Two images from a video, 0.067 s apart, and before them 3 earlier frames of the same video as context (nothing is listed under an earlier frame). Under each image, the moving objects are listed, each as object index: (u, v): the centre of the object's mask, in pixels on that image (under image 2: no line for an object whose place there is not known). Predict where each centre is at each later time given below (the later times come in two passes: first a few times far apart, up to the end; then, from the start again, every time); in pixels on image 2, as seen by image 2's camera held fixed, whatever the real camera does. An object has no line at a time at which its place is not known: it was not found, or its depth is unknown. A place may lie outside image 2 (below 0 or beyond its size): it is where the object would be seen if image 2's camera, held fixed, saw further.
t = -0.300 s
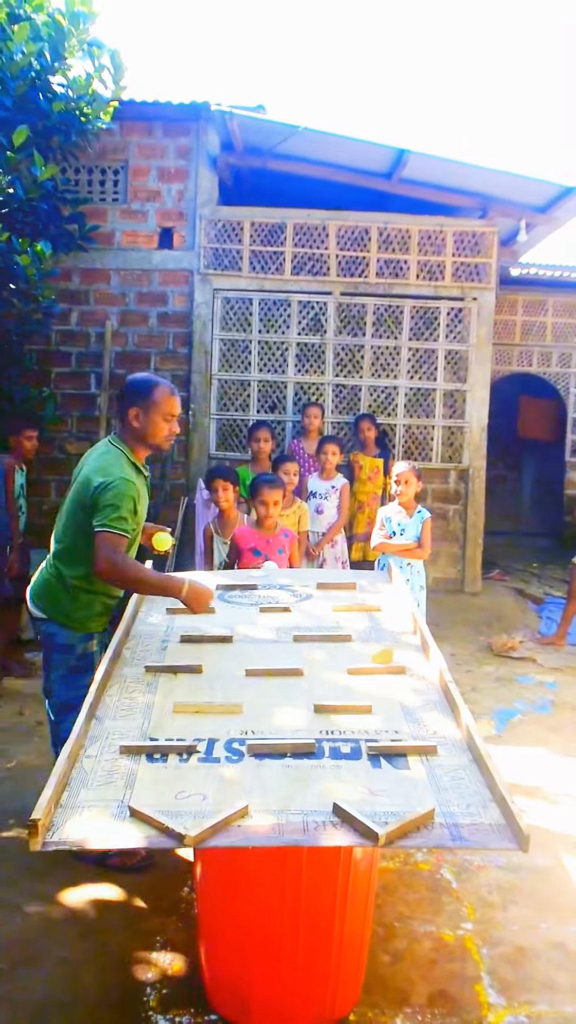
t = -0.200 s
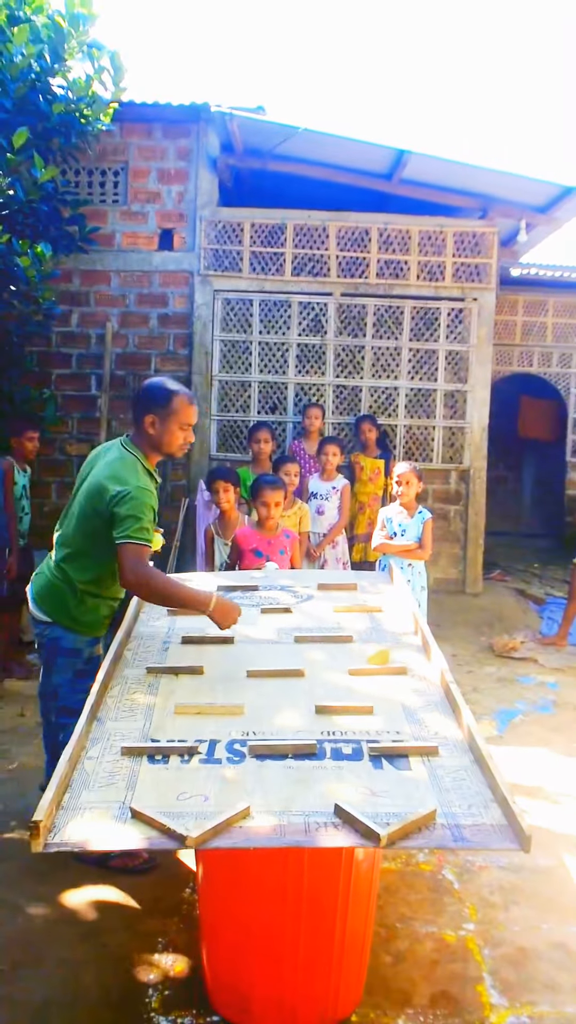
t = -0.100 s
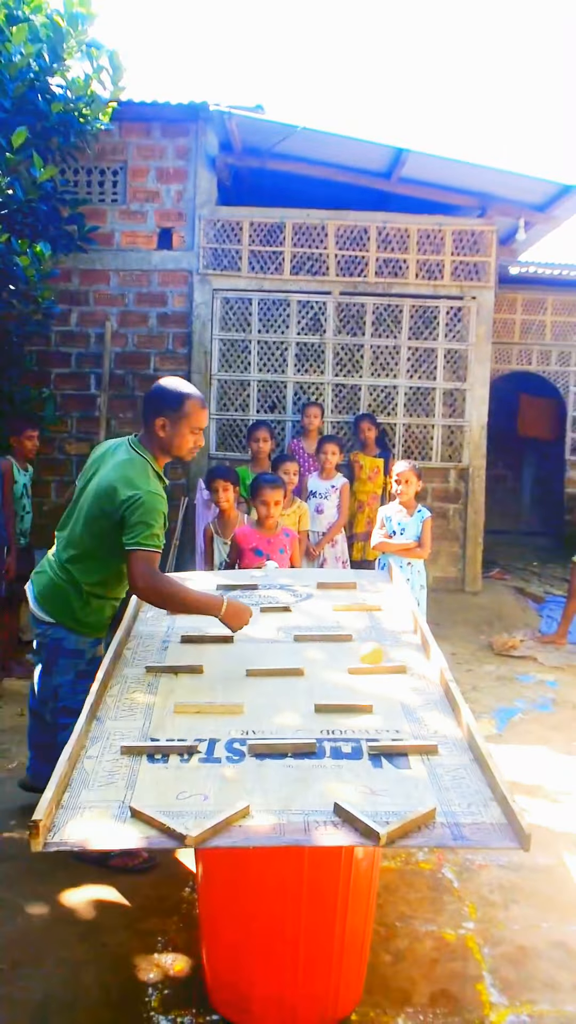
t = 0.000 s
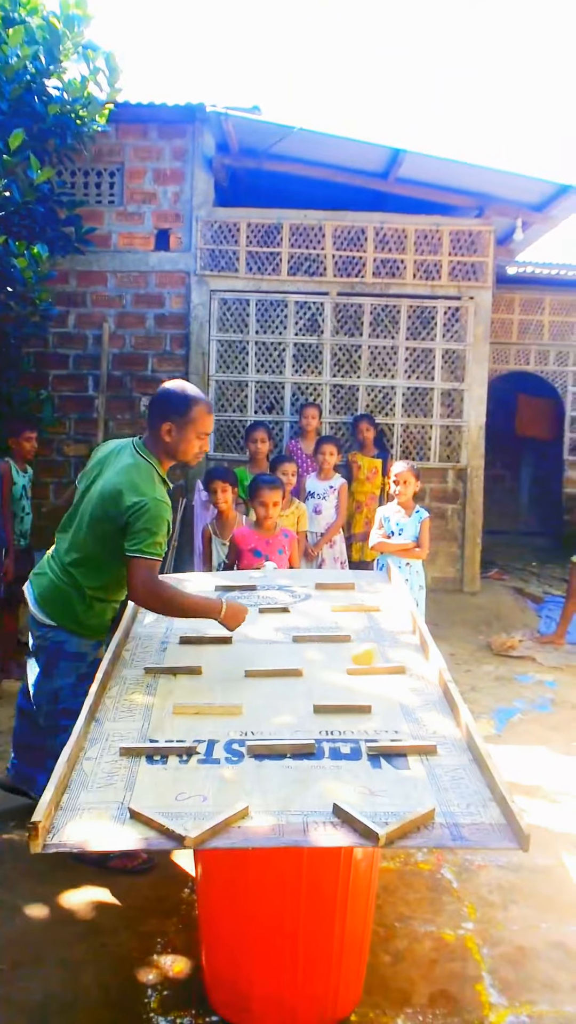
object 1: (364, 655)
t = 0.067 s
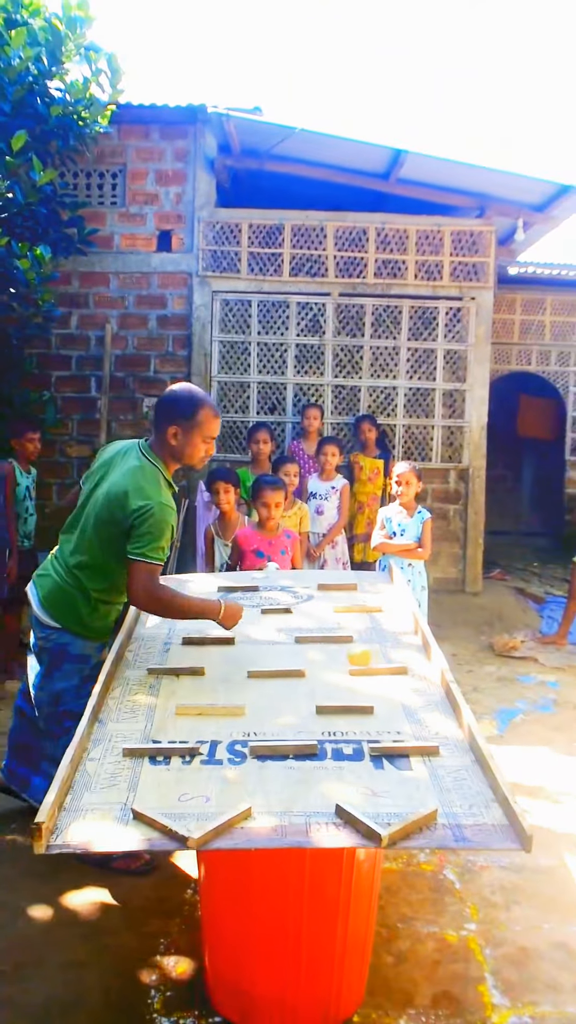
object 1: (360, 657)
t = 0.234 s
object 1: (345, 658)
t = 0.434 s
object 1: (329, 662)
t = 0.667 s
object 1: (308, 675)
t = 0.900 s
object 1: (287, 692)
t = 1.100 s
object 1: (268, 713)
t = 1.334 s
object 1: (245, 729)
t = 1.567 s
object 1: (215, 737)
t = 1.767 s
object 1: (212, 745)
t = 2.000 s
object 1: (202, 759)
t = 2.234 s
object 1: (184, 782)
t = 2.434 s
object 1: (169, 802)
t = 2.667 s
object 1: (188, 813)
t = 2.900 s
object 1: (192, 814)
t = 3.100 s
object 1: (192, 814)
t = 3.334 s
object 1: (192, 814)
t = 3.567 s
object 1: (192, 814)
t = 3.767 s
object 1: (192, 814)
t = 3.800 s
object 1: (192, 813)
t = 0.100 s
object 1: (357, 657)
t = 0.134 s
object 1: (354, 657)
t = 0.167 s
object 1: (351, 657)
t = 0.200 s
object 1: (348, 658)
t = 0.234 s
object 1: (345, 658)
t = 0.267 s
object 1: (343, 659)
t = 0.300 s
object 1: (340, 660)
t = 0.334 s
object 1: (337, 660)
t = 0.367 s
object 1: (334, 660)
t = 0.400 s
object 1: (332, 661)
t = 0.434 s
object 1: (329, 662)
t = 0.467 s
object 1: (326, 664)
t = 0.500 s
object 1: (323, 665)
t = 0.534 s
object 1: (320, 667)
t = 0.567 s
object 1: (317, 667)
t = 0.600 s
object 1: (314, 668)
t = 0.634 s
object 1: (311, 673)
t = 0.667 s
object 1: (308, 675)
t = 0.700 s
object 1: (305, 677)
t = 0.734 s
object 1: (302, 679)
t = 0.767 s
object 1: (299, 681)
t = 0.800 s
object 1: (296, 683)
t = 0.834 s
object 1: (293, 685)
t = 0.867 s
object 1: (290, 688)
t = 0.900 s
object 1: (287, 692)
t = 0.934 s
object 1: (285, 696)
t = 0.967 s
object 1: (281, 698)
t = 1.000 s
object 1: (279, 702)
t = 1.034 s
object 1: (275, 705)
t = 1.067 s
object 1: (271, 709)
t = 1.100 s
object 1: (268, 713)
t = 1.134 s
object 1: (264, 718)
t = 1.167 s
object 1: (261, 722)
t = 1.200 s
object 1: (257, 726)
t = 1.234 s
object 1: (254, 729)
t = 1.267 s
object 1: (251, 729)
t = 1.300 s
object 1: (248, 727)
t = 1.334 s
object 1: (245, 729)
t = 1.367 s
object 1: (240, 734)
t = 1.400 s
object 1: (236, 735)
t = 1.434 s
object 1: (231, 736)
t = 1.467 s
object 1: (226, 736)
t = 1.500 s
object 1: (221, 737)
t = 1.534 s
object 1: (216, 738)
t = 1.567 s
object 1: (215, 737)
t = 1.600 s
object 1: (216, 739)
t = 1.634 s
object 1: (215, 740)
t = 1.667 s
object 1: (214, 741)
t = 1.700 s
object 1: (213, 742)
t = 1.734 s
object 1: (213, 743)
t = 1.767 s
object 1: (212, 745)
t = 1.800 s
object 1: (212, 746)
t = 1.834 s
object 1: (211, 748)
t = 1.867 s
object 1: (209, 749)
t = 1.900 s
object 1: (208, 751)
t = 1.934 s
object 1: (206, 754)
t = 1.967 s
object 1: (204, 756)
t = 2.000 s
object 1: (202, 759)
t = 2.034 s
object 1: (200, 761)
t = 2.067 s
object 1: (198, 765)
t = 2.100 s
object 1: (196, 768)
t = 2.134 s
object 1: (193, 771)
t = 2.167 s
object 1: (190, 775)
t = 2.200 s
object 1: (187, 778)
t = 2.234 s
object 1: (184, 782)
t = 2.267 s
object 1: (180, 786)
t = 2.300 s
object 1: (176, 791)
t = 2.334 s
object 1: (172, 797)
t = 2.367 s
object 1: (168, 801)
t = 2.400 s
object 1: (167, 800)
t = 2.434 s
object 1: (169, 802)
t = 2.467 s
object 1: (172, 805)
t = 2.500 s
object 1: (175, 806)
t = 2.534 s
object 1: (177, 808)
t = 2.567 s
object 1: (180, 810)
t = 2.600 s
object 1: (183, 810)
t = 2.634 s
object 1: (185, 811)
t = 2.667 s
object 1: (188, 813)
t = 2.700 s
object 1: (190, 814)
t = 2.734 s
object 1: (192, 814)
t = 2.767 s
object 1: (192, 814)
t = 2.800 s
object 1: (192, 814)
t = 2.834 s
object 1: (192, 814)
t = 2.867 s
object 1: (192, 814)
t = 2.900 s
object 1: (192, 814)
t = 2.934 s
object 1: (192, 814)
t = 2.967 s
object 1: (192, 814)
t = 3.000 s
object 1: (192, 814)
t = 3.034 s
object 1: (192, 814)
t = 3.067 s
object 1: (192, 814)
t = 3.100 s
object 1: (192, 814)
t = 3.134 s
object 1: (192, 814)
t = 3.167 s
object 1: (192, 814)
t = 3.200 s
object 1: (192, 814)
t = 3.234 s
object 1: (192, 814)
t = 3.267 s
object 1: (192, 814)
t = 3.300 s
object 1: (192, 814)
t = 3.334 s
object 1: (192, 814)
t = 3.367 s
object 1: (192, 814)
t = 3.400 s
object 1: (192, 814)
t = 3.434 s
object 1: (192, 814)
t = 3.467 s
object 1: (192, 814)
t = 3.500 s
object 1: (192, 814)
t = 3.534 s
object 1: (192, 814)
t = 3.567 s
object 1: (192, 814)
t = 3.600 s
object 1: (192, 814)
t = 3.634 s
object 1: (192, 814)
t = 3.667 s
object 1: (192, 814)
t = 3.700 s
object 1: (192, 814)
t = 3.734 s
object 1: (192, 814)
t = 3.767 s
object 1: (192, 814)
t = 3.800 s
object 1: (192, 813)
